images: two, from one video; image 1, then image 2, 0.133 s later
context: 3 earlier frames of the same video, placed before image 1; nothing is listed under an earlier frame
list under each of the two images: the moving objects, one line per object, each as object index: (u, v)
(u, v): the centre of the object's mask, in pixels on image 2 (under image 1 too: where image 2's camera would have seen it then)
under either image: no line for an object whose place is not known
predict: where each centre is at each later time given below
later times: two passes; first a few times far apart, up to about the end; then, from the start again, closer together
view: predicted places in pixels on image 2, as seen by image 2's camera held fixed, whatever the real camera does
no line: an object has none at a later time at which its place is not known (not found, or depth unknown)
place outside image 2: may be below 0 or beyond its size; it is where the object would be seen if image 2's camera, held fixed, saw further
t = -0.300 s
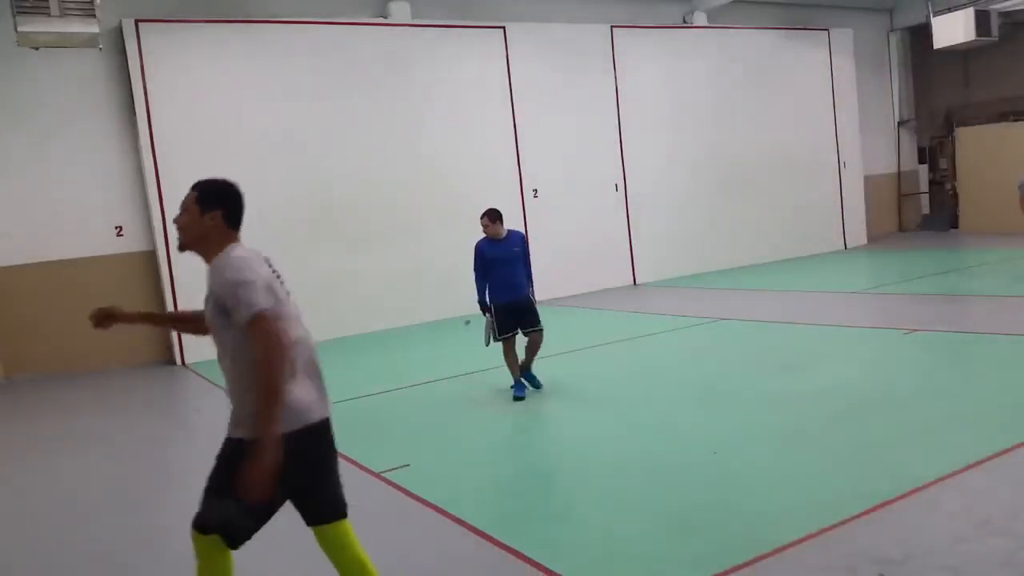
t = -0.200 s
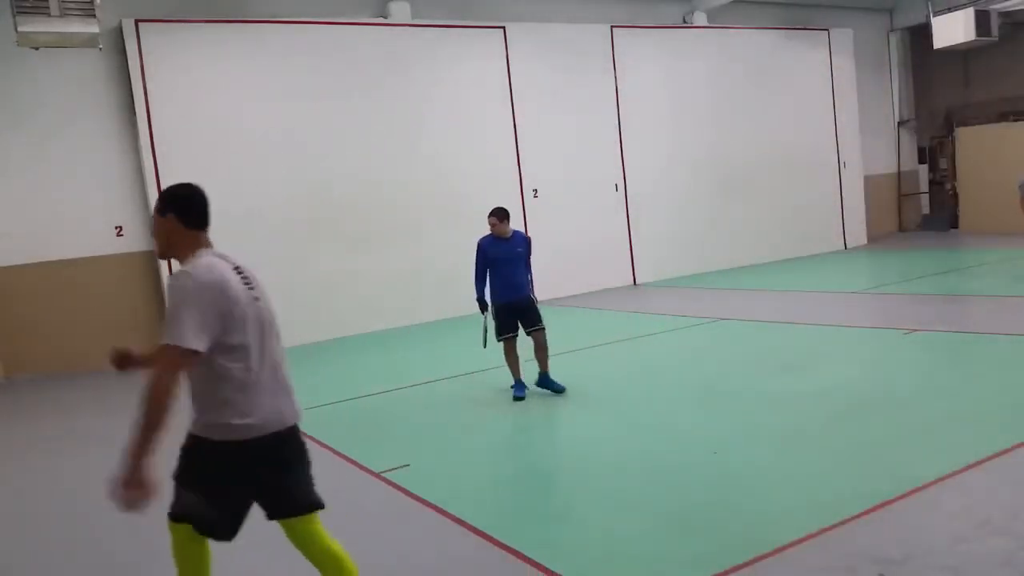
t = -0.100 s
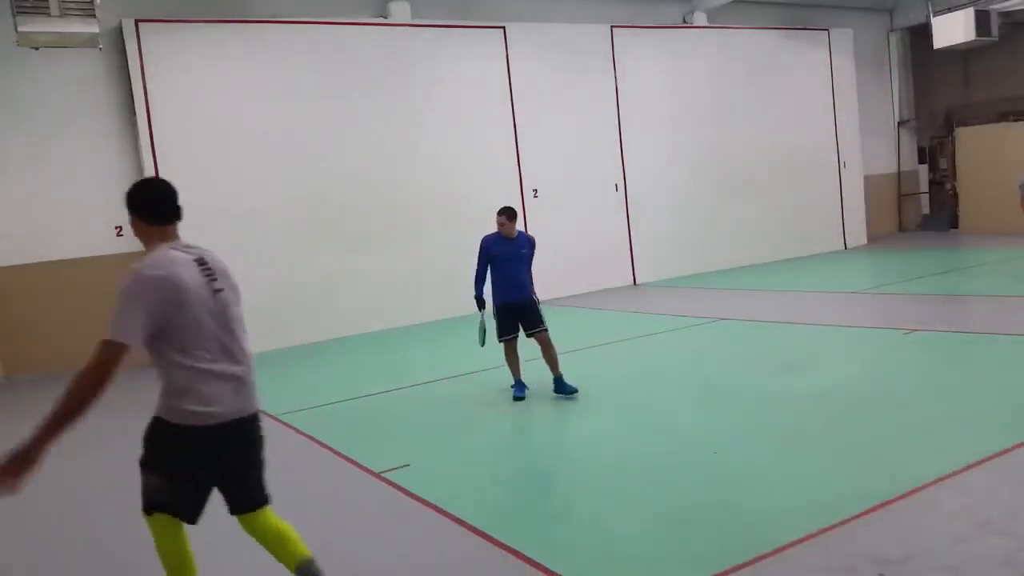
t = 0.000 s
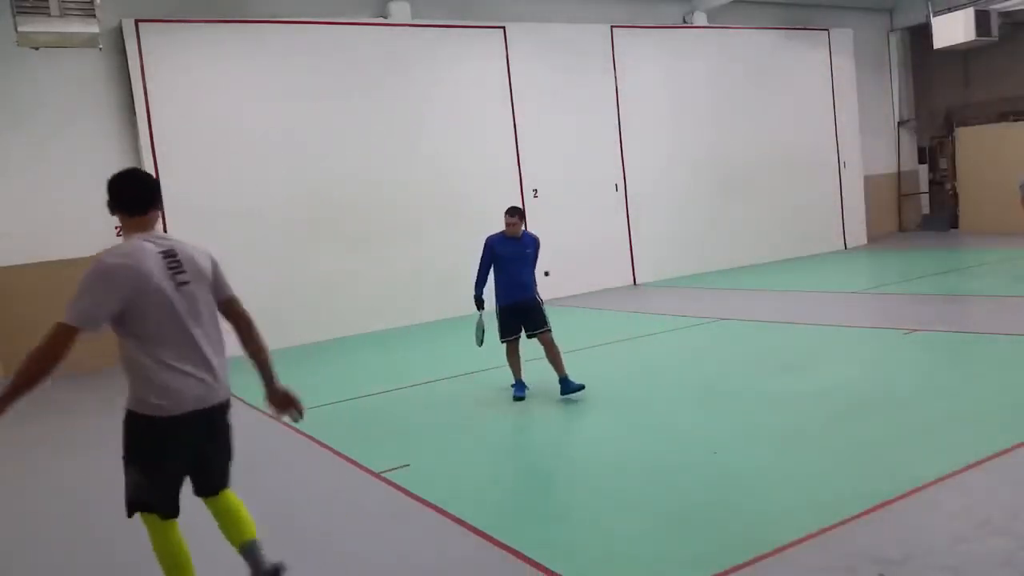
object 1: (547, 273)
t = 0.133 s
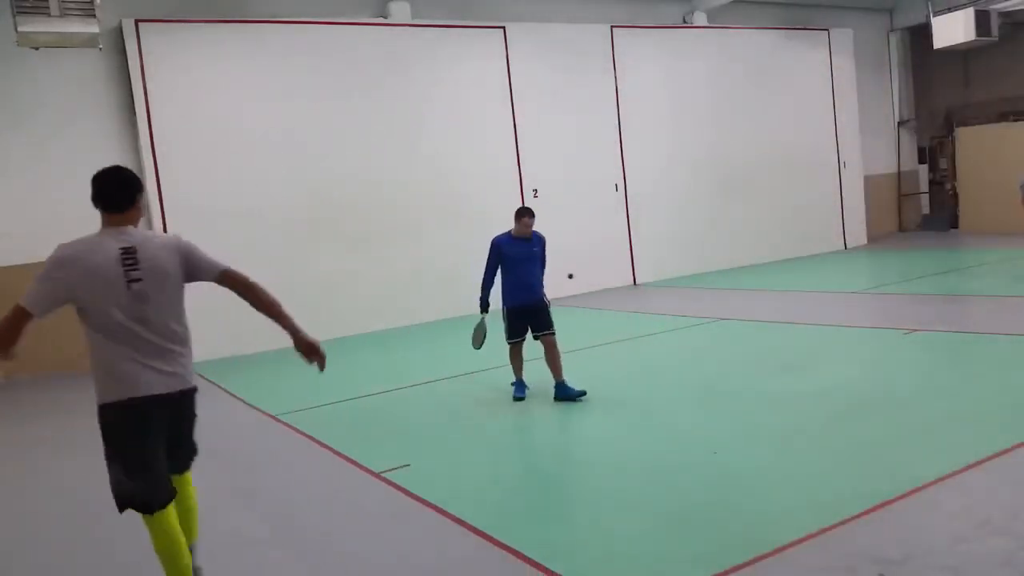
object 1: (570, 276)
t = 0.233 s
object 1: (589, 291)
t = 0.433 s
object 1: (631, 352)
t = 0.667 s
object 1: (667, 323)
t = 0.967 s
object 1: (721, 286)
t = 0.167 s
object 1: (576, 280)
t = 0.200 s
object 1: (583, 285)
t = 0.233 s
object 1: (589, 291)
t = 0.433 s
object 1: (631, 352)
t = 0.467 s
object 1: (638, 366)
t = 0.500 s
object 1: (646, 378)
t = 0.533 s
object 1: (650, 363)
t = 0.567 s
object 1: (654, 351)
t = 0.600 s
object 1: (657, 344)
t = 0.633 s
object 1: (662, 334)
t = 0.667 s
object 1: (667, 323)
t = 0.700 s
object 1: (672, 315)
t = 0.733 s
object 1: (678, 307)
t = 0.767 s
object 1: (683, 301)
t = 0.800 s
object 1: (689, 295)
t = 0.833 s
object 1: (695, 291)
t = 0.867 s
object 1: (701, 288)
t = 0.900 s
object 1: (708, 286)
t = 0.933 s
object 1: (714, 286)
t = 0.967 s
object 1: (721, 286)
